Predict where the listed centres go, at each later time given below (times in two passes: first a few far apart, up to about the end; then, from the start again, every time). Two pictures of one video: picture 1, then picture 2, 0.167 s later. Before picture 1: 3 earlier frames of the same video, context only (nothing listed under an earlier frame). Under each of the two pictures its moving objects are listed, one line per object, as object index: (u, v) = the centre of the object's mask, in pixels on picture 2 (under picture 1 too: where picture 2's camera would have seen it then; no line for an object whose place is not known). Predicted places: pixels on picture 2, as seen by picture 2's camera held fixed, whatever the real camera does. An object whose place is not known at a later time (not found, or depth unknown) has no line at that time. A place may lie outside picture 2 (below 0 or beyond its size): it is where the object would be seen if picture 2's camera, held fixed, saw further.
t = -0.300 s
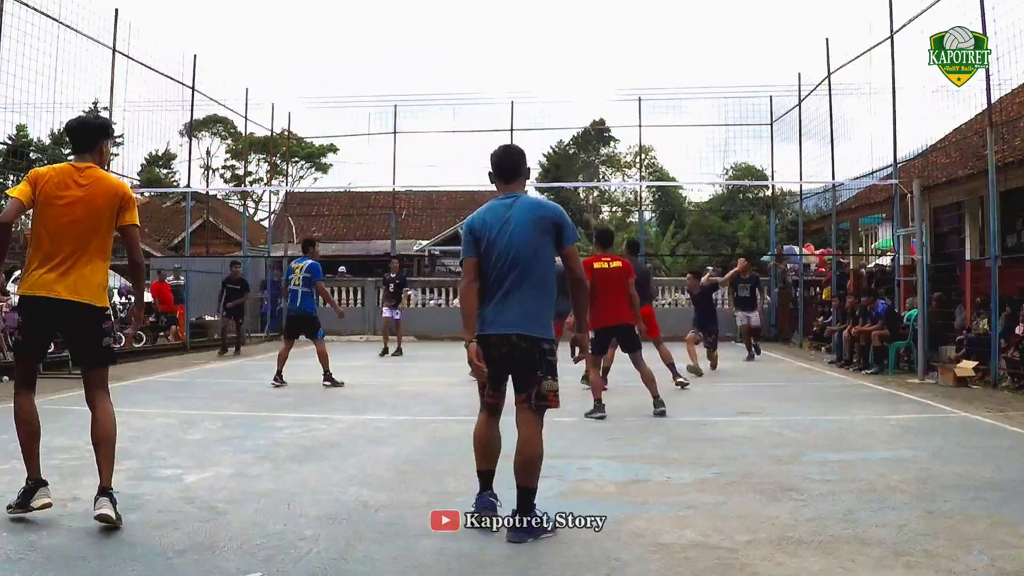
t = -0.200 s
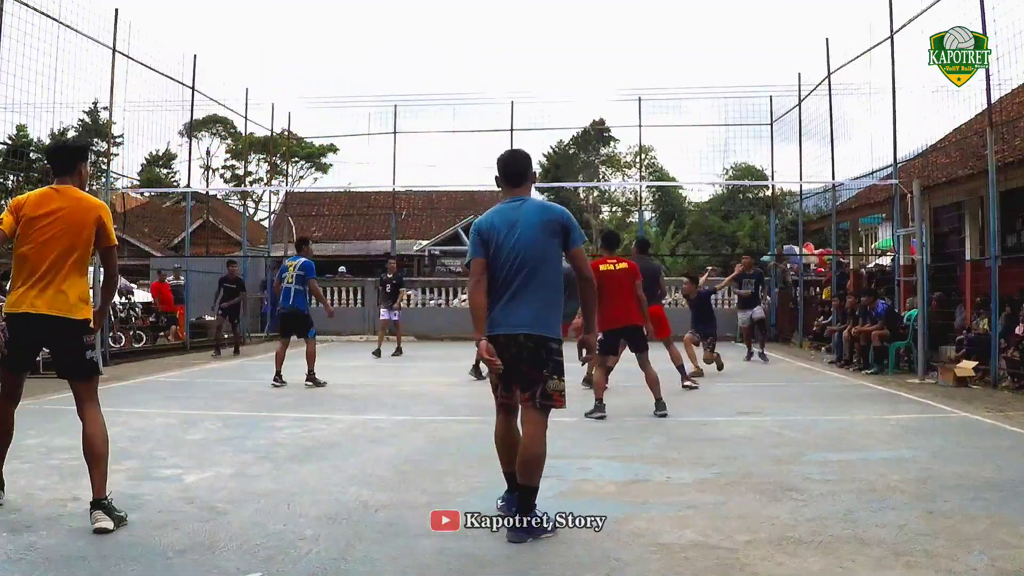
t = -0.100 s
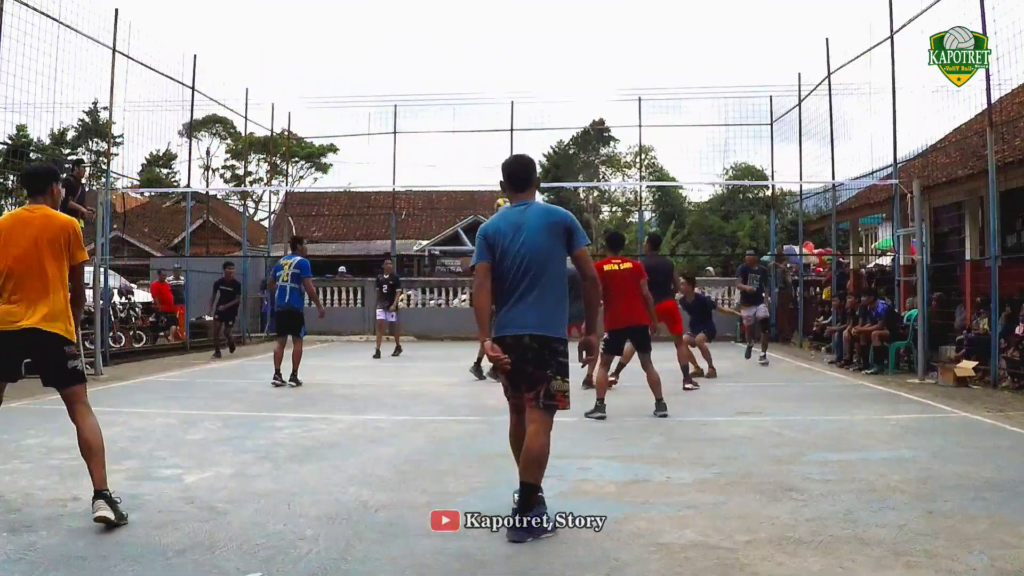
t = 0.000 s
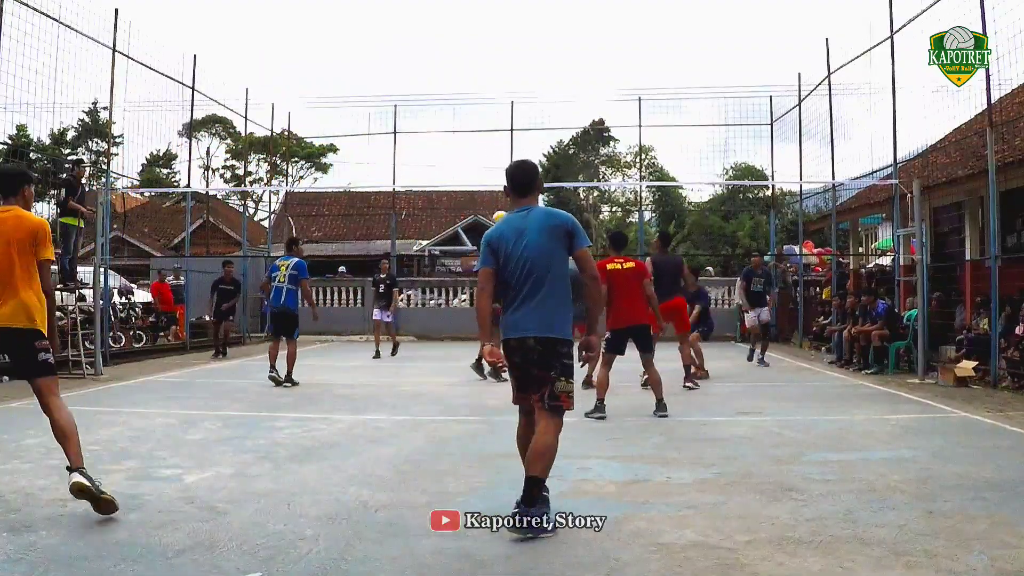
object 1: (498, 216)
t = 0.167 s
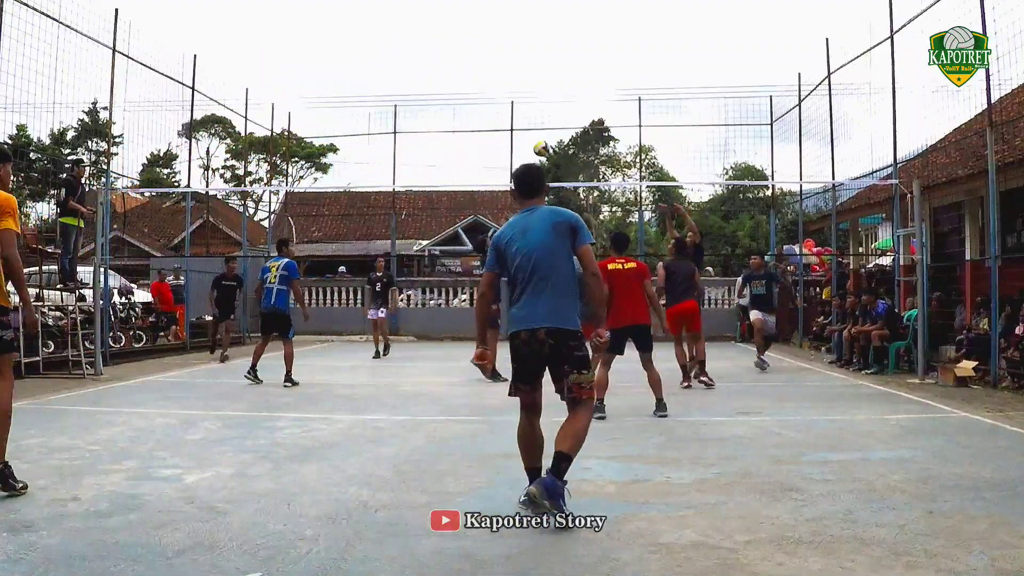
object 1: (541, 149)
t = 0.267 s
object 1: (566, 117)
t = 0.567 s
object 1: (637, 70)
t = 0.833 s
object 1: (699, 87)
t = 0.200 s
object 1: (549, 137)
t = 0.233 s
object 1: (557, 126)
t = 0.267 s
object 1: (566, 117)
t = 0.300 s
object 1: (574, 108)
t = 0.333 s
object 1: (582, 100)
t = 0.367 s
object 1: (590, 93)
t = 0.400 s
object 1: (598, 87)
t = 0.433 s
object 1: (606, 82)
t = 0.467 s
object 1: (614, 78)
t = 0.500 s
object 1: (621, 74)
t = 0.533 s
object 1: (629, 72)
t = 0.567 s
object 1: (637, 70)
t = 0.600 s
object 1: (645, 69)
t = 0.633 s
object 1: (653, 69)
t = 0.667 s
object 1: (661, 70)
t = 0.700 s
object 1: (668, 72)
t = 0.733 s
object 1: (676, 74)
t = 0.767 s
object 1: (684, 78)
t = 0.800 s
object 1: (692, 82)
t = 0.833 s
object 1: (699, 87)
